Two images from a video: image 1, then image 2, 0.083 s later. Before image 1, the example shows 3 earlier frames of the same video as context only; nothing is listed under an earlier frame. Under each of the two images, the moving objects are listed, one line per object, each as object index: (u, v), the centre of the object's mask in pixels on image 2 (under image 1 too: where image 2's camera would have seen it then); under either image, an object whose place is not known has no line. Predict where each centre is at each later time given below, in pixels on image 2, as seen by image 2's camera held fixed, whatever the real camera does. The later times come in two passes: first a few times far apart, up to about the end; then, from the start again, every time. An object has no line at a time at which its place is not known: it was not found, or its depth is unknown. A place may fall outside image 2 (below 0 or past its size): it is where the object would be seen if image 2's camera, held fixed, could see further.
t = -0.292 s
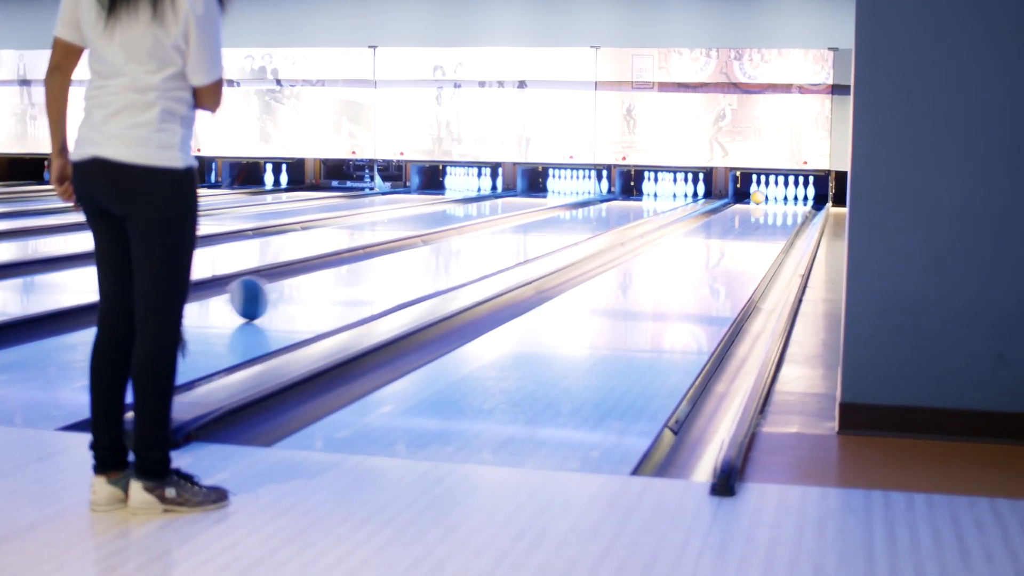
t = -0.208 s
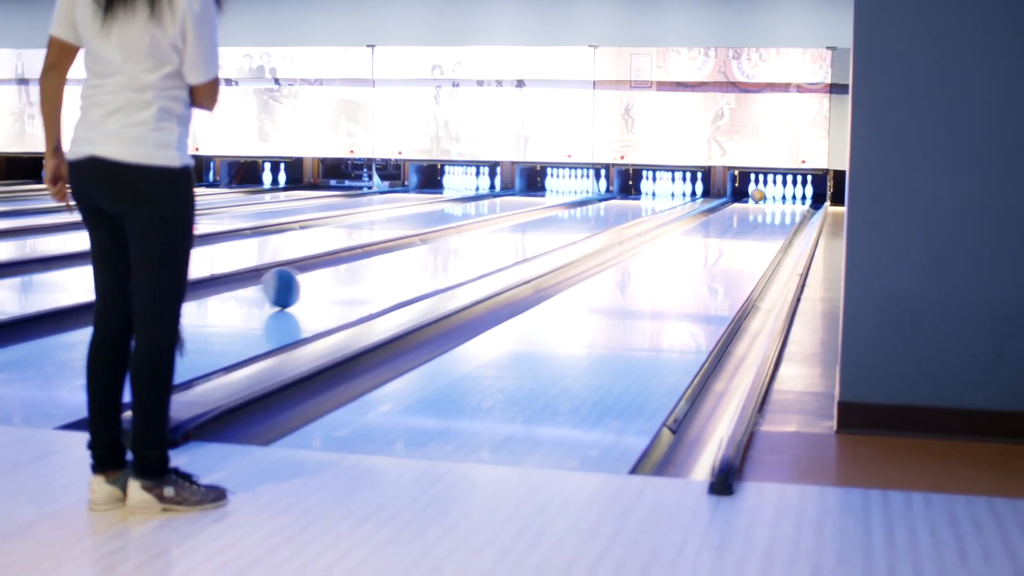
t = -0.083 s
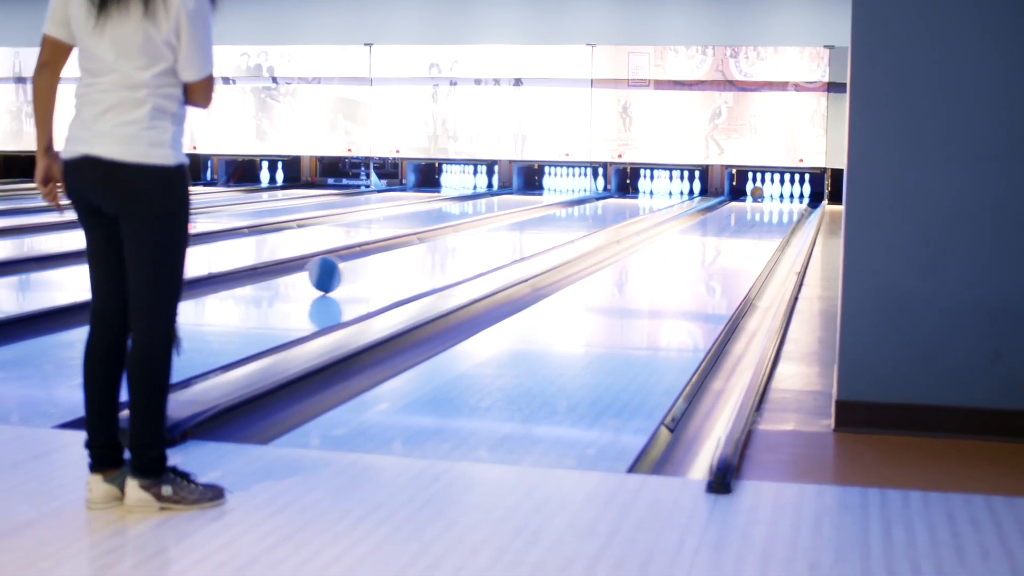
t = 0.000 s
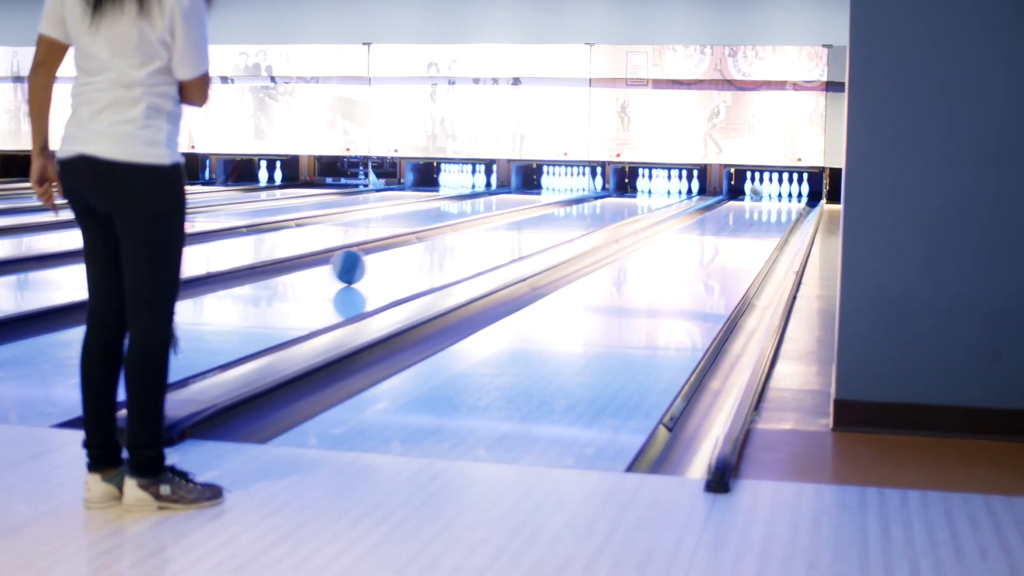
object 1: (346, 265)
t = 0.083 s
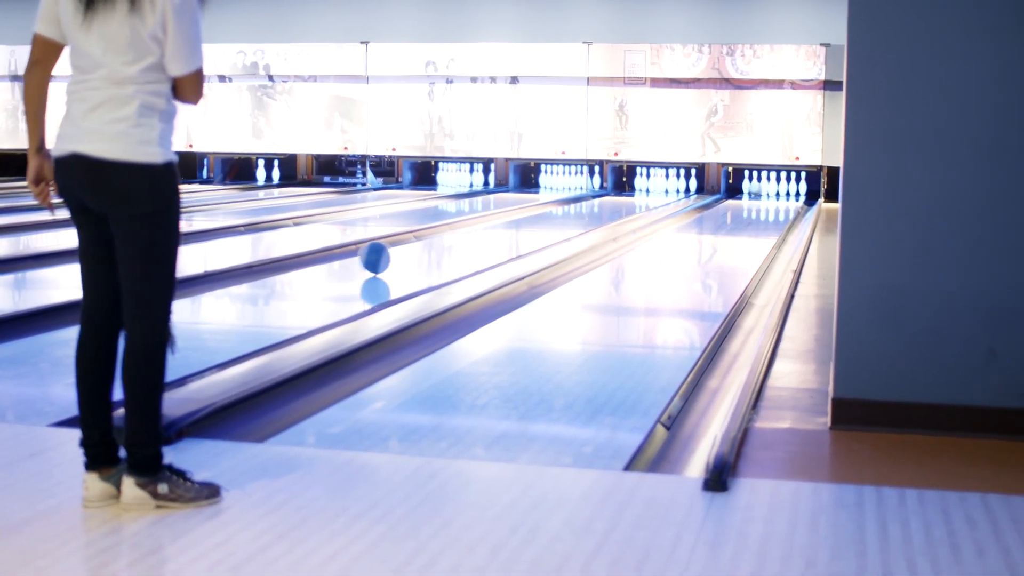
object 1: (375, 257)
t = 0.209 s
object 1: (405, 250)
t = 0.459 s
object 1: (454, 237)
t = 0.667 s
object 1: (489, 227)
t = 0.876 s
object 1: (515, 220)
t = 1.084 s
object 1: (538, 214)
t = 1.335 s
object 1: (560, 208)
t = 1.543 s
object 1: (577, 203)
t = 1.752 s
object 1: (588, 201)
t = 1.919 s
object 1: (596, 199)
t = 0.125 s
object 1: (385, 255)
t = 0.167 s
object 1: (395, 252)
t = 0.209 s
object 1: (405, 250)
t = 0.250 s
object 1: (415, 248)
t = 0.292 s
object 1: (423, 245)
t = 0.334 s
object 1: (431, 243)
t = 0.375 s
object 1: (439, 241)
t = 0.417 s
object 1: (447, 239)
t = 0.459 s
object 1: (454, 237)
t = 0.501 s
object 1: (461, 235)
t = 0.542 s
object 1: (468, 233)
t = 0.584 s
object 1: (477, 230)
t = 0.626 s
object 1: (483, 229)
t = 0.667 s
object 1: (489, 227)
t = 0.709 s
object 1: (495, 226)
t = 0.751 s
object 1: (500, 224)
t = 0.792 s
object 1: (505, 223)
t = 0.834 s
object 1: (510, 222)
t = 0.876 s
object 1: (515, 220)
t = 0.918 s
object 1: (520, 219)
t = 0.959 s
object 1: (524, 218)
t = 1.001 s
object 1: (529, 216)
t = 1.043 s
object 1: (533, 215)
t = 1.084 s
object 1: (538, 214)
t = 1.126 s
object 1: (542, 212)
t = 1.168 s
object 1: (546, 211)
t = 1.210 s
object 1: (549, 210)
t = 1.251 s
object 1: (554, 210)
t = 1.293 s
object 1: (557, 209)
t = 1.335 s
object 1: (560, 208)
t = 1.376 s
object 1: (563, 207)
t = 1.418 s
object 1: (566, 206)
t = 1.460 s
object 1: (568, 206)
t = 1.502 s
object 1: (572, 205)
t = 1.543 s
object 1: (577, 203)
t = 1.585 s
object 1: (579, 203)
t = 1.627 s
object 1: (581, 202)
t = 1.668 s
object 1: (584, 203)
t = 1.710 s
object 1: (587, 202)
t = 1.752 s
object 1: (588, 201)
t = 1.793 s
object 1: (590, 200)
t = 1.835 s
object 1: (592, 200)
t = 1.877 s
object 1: (594, 199)
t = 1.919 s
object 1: (596, 199)
